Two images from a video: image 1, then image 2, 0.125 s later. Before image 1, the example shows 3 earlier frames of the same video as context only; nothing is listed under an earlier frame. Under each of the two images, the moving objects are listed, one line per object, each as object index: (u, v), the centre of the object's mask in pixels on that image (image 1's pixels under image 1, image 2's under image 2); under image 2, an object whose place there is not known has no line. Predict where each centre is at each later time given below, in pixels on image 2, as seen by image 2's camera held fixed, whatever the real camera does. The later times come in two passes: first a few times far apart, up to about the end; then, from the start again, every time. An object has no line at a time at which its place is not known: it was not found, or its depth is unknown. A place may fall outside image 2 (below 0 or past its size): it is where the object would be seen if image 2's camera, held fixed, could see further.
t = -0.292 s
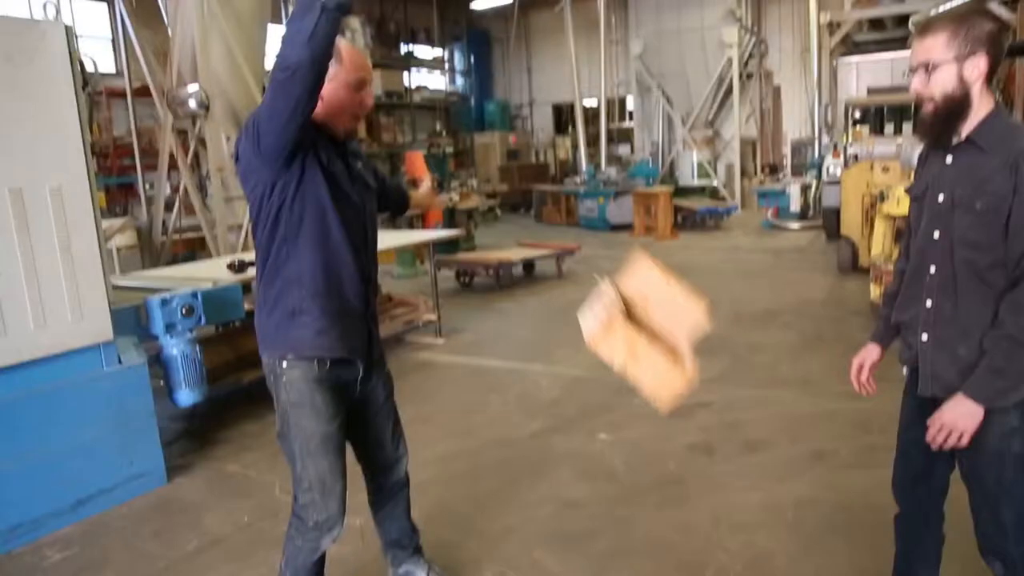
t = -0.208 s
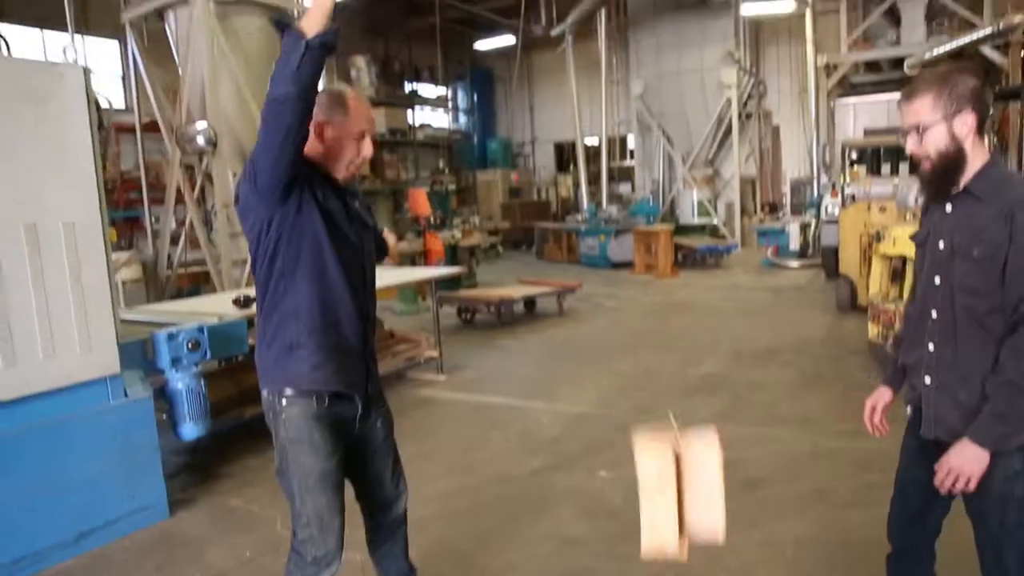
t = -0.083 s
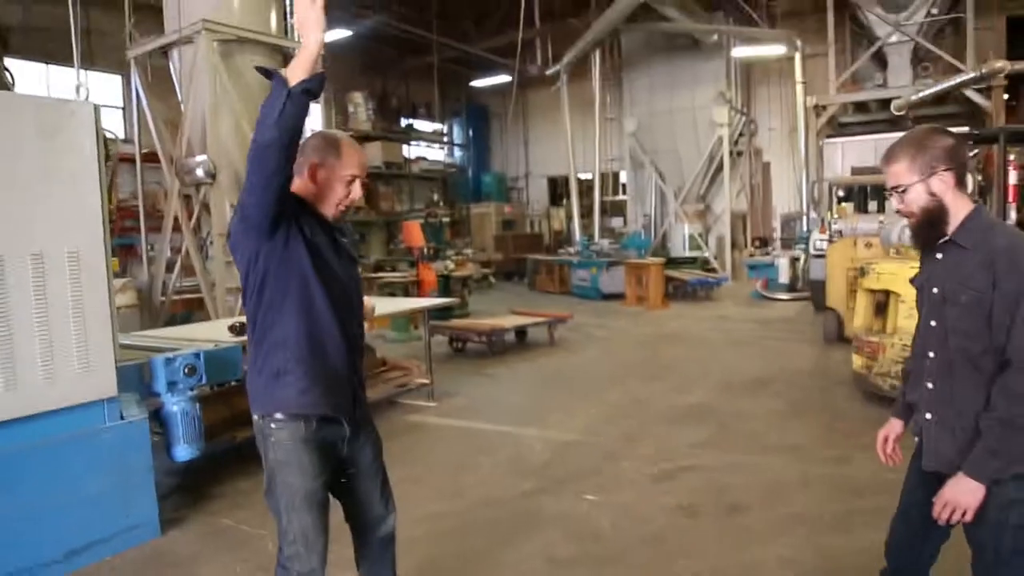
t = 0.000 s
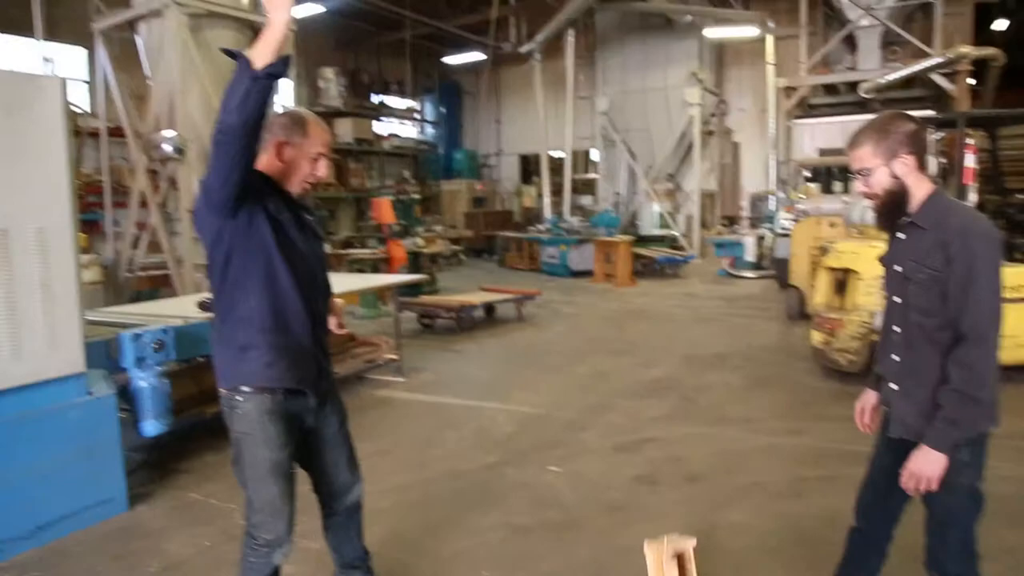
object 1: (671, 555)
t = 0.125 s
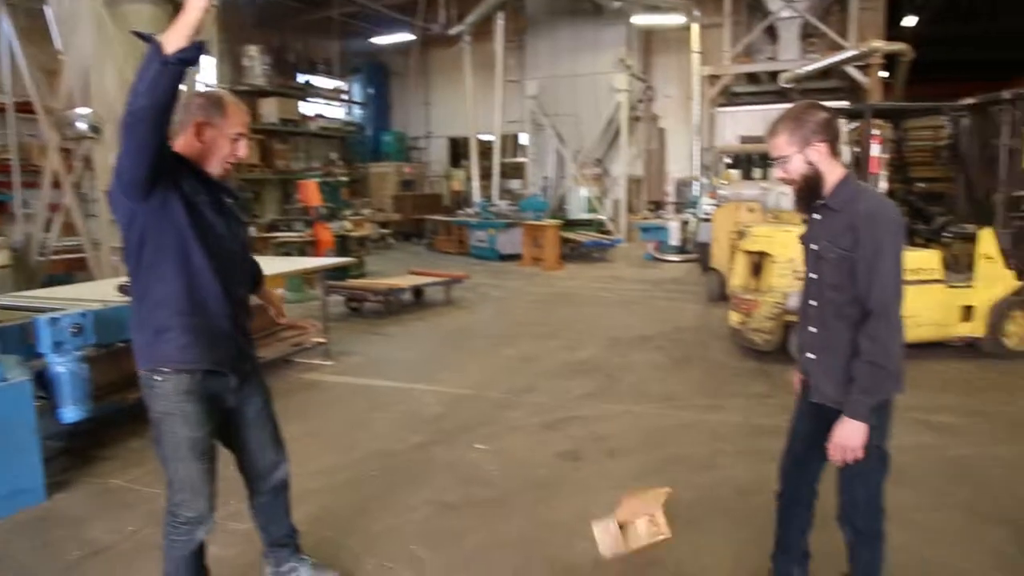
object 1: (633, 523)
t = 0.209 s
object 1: (648, 499)
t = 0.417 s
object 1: (657, 484)
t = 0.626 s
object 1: (664, 479)
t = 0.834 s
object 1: (665, 477)
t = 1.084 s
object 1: (665, 477)
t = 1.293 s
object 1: (666, 477)
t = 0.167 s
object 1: (642, 513)
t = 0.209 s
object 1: (648, 499)
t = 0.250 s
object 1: (654, 491)
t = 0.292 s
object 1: (654, 487)
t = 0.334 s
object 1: (655, 486)
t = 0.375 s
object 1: (657, 484)
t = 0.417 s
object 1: (657, 484)
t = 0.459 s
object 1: (657, 488)
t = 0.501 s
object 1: (660, 486)
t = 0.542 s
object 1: (661, 482)
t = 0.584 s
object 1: (663, 481)
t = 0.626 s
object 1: (664, 479)
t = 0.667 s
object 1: (664, 478)
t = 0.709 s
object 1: (664, 477)
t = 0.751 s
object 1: (664, 477)
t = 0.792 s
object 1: (665, 477)
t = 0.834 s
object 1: (665, 477)
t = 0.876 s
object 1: (665, 477)
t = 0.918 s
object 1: (665, 477)
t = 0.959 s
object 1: (665, 478)
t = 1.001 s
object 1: (665, 477)
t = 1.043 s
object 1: (665, 477)
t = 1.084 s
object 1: (665, 477)
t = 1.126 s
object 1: (665, 478)
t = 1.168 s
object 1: (665, 478)
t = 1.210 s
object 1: (665, 477)
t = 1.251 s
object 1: (666, 478)
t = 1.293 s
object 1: (666, 477)
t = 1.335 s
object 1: (665, 477)
